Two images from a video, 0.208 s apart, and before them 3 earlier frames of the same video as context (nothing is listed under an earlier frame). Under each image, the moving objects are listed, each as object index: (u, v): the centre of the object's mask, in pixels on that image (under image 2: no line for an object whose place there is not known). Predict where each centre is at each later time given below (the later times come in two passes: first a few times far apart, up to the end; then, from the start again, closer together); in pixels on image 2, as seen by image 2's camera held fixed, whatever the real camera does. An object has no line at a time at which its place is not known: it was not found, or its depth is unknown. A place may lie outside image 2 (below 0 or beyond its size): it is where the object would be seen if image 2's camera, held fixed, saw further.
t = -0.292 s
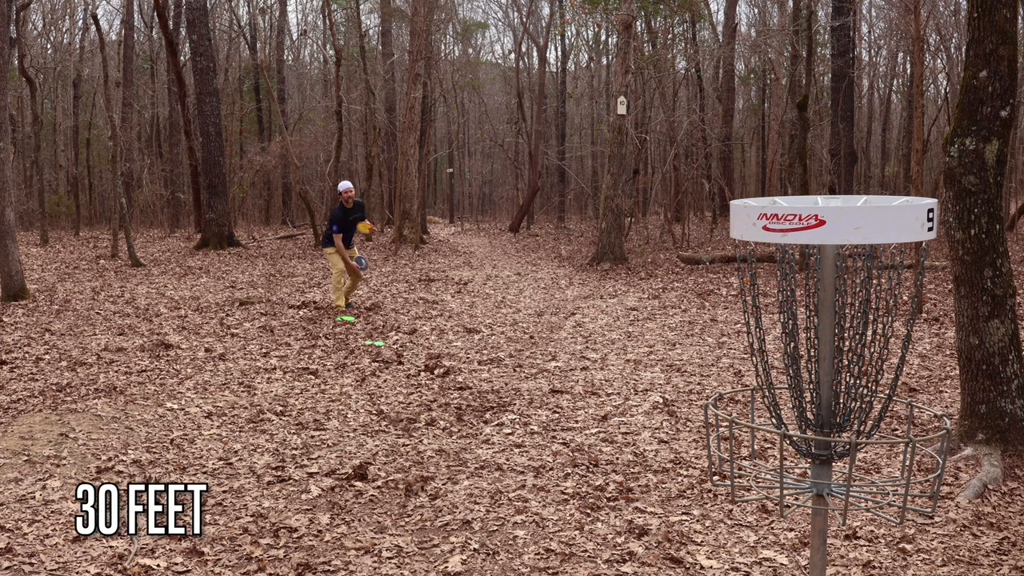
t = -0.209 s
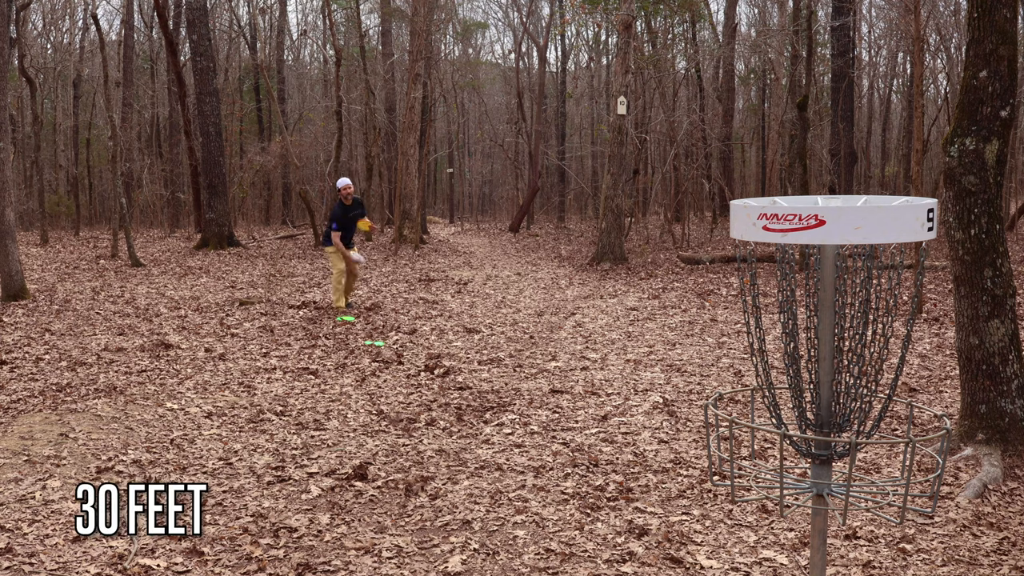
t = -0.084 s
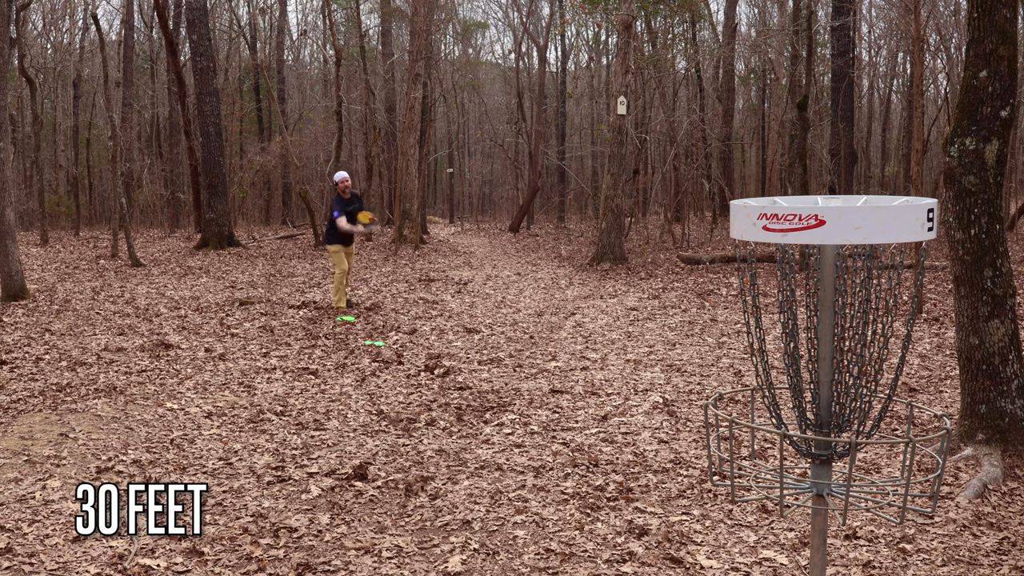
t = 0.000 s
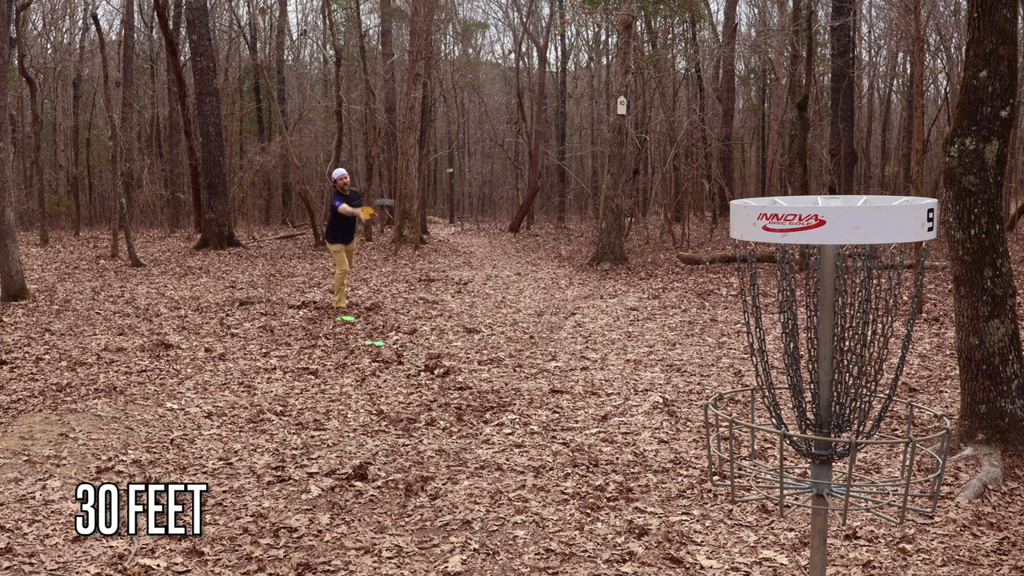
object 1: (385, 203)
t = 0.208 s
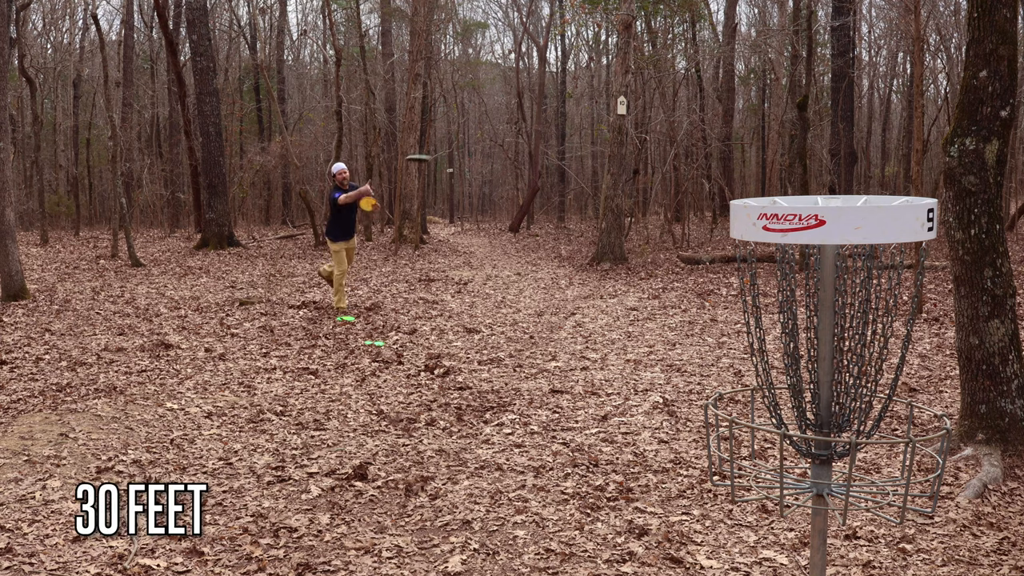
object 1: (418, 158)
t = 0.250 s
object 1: (427, 153)
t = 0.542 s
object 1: (518, 152)
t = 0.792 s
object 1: (696, 220)
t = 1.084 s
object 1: (881, 354)
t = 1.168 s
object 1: (871, 379)
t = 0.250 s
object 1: (427, 153)
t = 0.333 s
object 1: (447, 147)
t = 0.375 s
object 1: (458, 145)
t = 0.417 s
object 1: (471, 145)
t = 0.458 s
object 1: (485, 146)
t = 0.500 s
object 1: (502, 148)
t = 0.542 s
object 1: (518, 152)
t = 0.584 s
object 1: (539, 158)
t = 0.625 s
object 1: (562, 165)
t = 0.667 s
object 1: (589, 175)
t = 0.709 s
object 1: (620, 188)
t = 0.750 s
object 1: (656, 203)
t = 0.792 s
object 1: (696, 220)
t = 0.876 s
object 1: (793, 264)
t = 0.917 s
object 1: (822, 277)
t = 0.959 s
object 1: (856, 299)
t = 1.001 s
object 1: (872, 322)
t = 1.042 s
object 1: (875, 334)
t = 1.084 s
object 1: (881, 354)
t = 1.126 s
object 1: (883, 369)
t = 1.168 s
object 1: (871, 379)
